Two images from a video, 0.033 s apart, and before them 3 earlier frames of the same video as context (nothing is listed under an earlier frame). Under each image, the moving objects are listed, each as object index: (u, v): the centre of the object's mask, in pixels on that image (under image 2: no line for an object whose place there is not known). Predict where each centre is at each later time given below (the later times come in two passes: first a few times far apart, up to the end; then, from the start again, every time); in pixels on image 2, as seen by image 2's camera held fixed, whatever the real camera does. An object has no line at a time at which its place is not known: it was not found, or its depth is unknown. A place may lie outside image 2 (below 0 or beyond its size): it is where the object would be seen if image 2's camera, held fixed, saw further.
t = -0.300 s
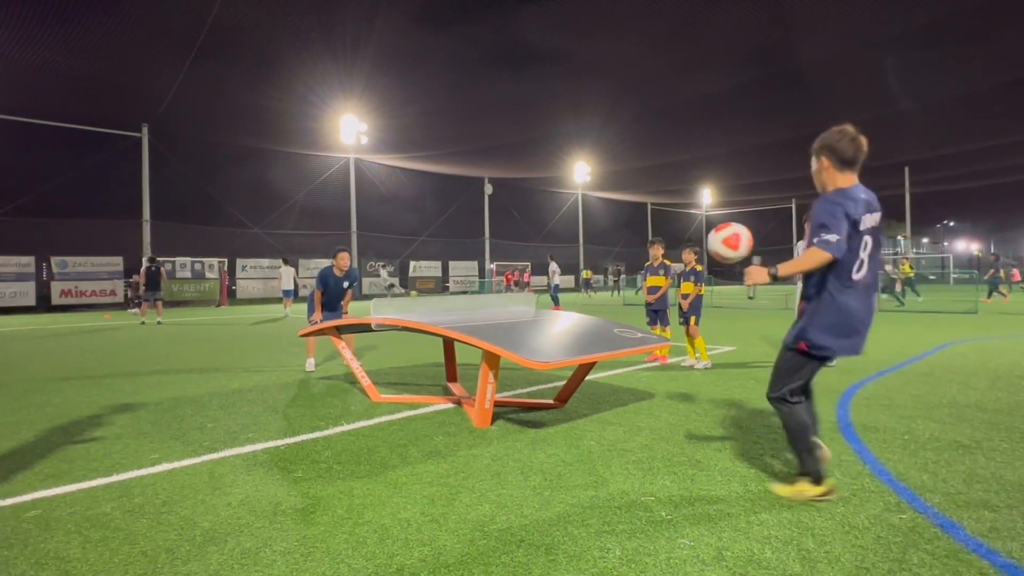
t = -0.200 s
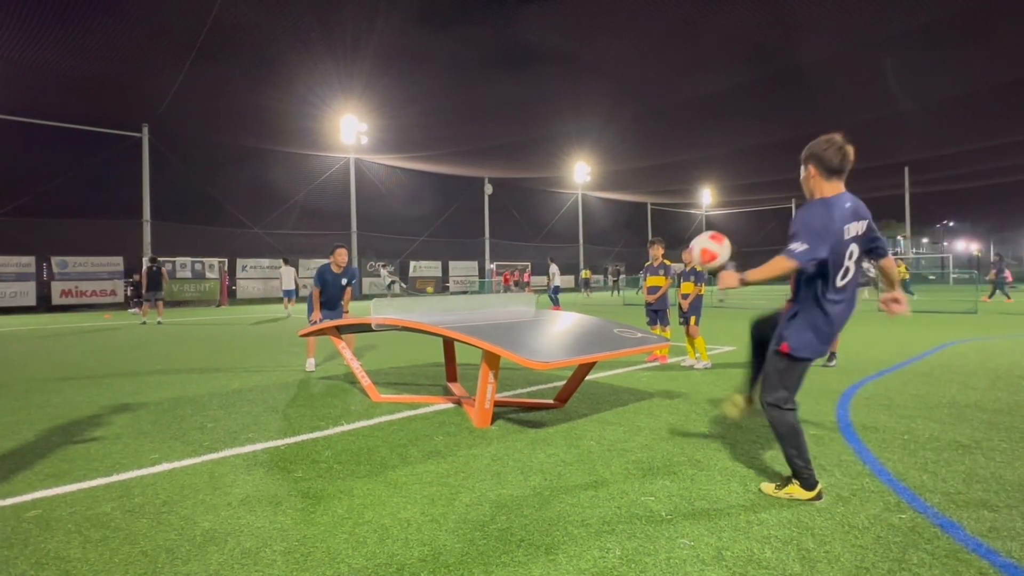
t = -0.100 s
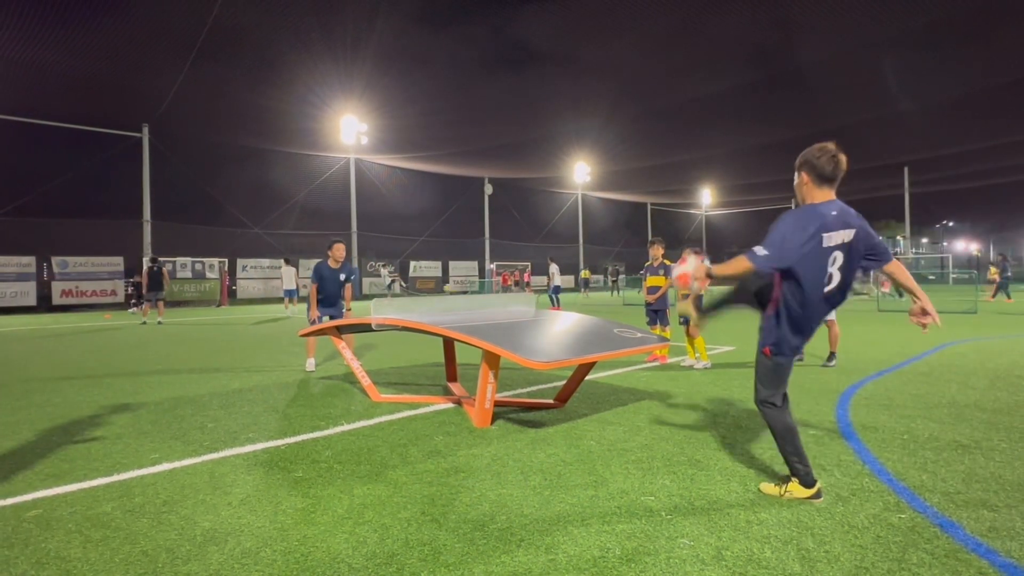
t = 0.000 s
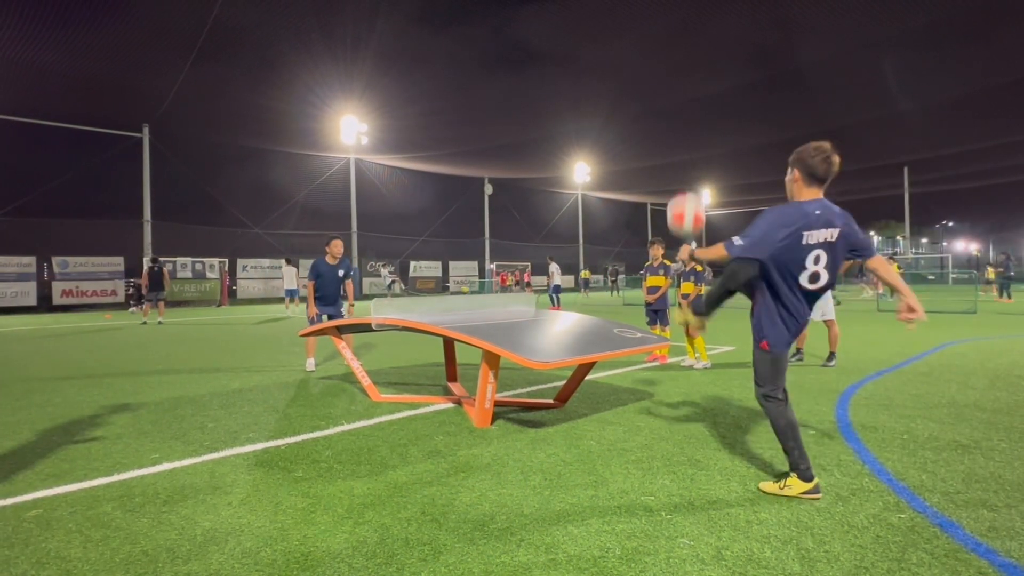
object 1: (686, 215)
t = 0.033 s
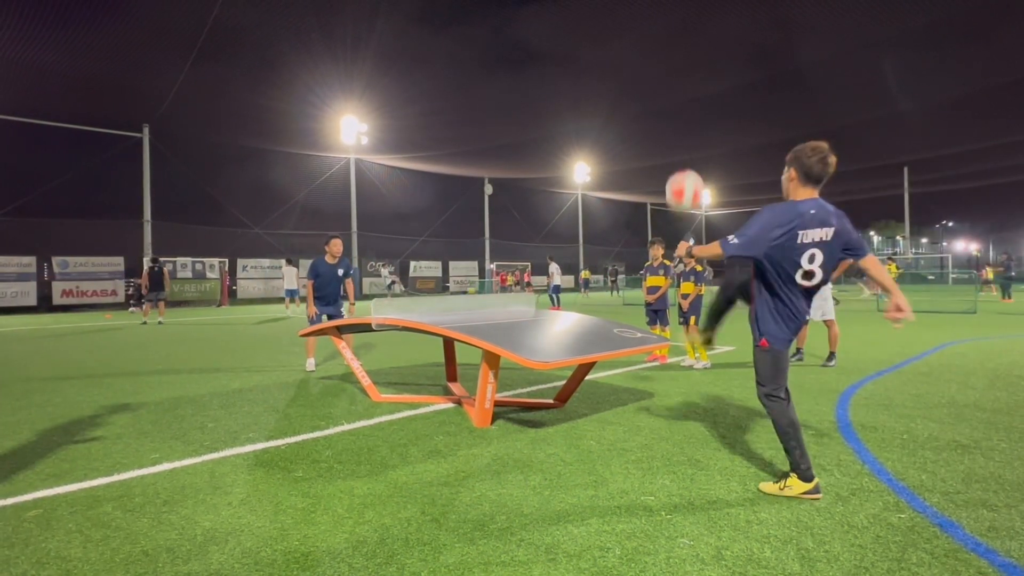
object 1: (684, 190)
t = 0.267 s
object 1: (679, 86)
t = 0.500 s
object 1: (674, 67)
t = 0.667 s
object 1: (672, 106)
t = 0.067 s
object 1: (684, 170)
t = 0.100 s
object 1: (683, 152)
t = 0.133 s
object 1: (682, 136)
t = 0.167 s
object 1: (681, 121)
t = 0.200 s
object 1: (680, 108)
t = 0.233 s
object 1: (680, 96)
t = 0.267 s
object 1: (679, 86)
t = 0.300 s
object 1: (678, 78)
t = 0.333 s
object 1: (678, 72)
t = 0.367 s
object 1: (677, 67)
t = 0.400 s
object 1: (676, 64)
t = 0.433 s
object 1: (676, 63)
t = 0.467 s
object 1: (675, 64)
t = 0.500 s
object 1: (674, 67)
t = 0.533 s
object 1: (674, 71)
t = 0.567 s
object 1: (673, 77)
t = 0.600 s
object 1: (673, 85)
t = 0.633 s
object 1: (672, 95)
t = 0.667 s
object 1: (672, 106)
